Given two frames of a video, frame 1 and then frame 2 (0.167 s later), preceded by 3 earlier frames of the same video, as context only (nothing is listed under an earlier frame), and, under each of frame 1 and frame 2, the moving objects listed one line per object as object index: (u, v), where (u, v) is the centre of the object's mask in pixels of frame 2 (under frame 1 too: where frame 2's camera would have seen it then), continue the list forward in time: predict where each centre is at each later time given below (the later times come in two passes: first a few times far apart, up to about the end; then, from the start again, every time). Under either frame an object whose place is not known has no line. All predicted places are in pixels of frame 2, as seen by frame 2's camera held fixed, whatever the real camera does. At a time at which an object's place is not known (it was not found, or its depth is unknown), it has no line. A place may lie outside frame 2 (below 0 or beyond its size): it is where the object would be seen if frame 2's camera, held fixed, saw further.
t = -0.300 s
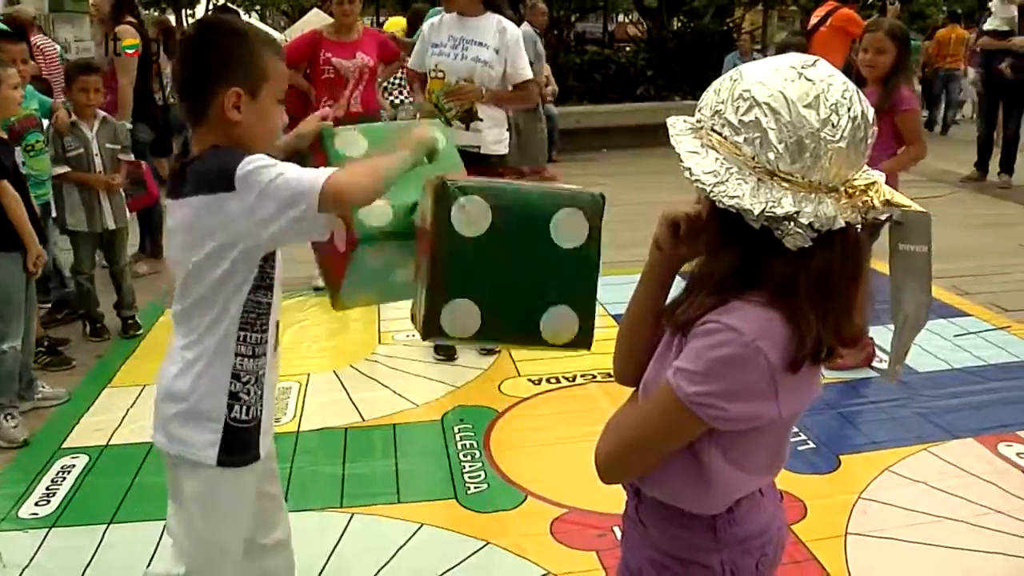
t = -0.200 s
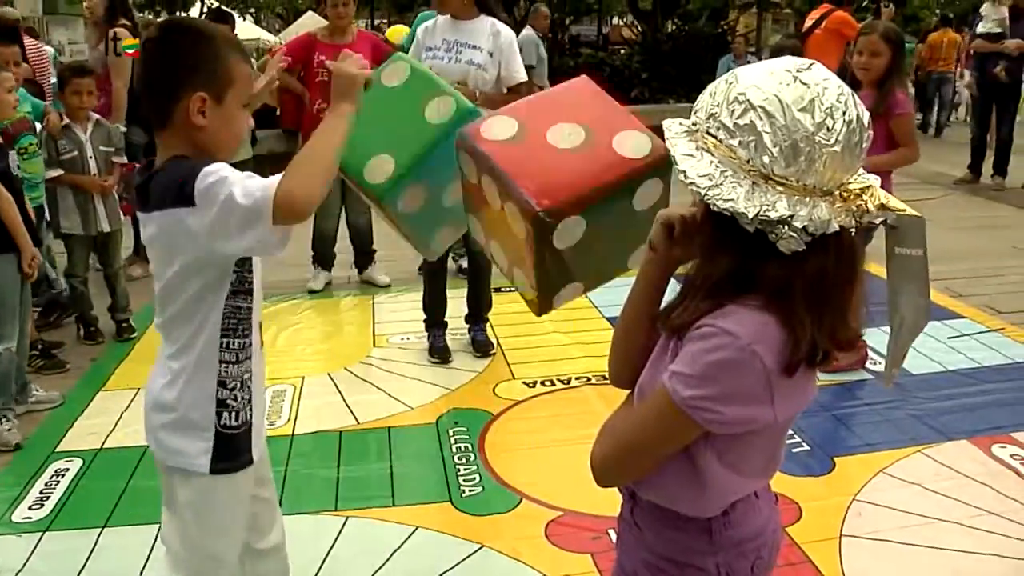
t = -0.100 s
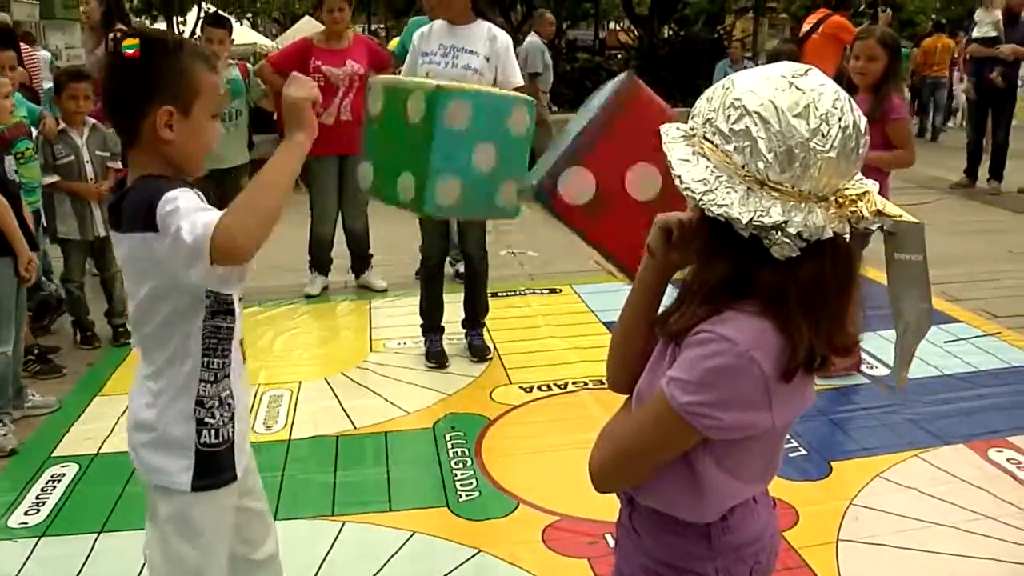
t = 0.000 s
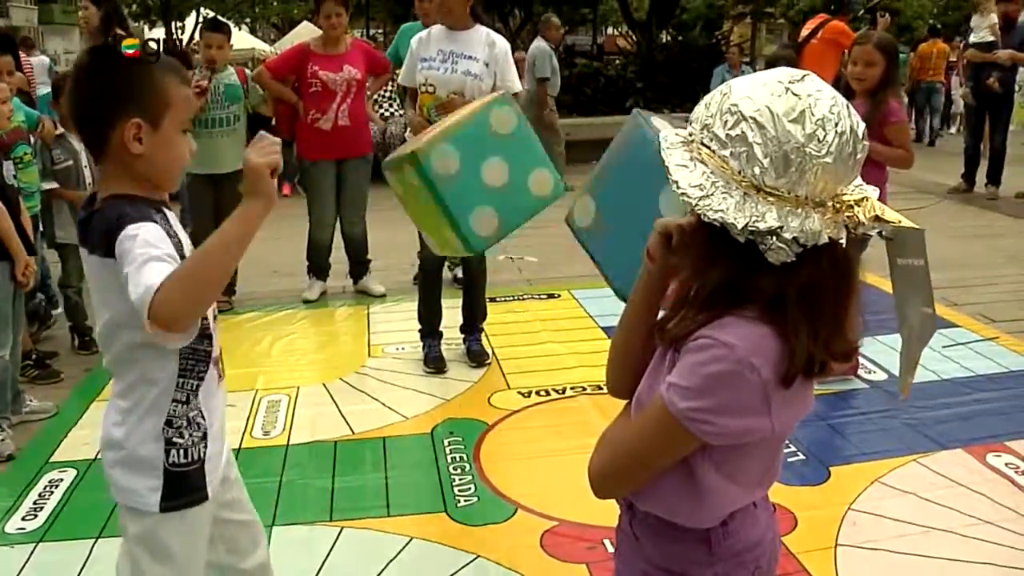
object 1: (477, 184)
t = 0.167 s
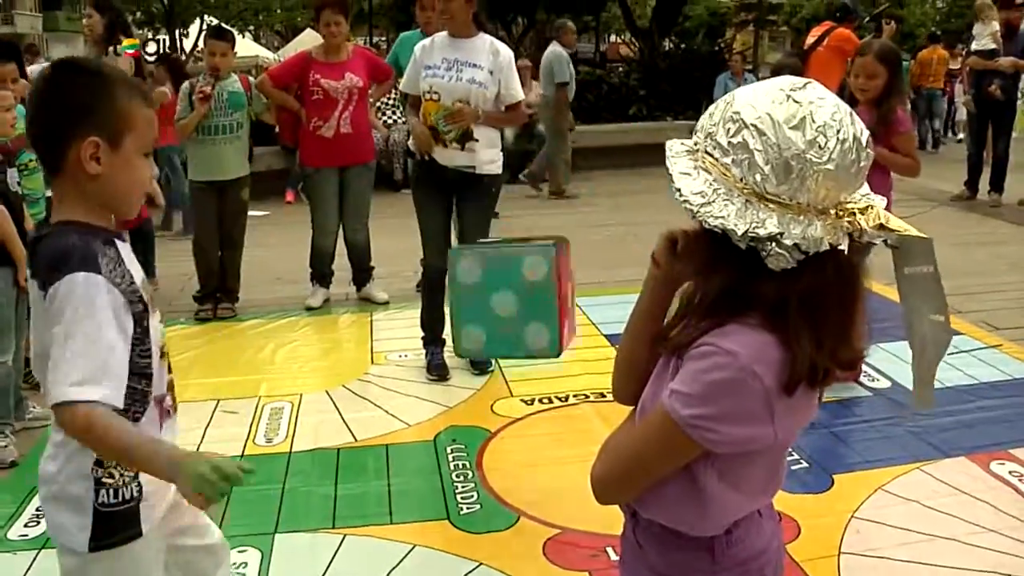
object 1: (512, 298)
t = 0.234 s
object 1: (529, 360)
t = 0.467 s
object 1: (534, 371)
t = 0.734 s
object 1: (536, 374)
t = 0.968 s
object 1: (556, 362)
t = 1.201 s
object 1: (567, 361)
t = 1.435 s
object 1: (550, 375)
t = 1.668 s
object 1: (544, 386)
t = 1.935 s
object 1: (542, 392)
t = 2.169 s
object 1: (542, 392)
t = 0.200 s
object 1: (520, 328)
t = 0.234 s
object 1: (529, 360)
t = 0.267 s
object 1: (536, 394)
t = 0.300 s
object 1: (543, 425)
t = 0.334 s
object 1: (541, 415)
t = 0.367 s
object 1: (538, 398)
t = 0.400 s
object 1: (537, 385)
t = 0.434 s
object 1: (535, 377)
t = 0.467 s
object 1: (534, 371)
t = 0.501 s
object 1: (533, 367)
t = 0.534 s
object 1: (534, 366)
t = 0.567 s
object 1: (533, 368)
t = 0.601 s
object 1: (532, 374)
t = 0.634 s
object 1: (530, 384)
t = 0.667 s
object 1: (530, 385)
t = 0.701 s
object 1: (533, 378)
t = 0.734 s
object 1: (536, 374)
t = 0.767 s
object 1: (538, 372)
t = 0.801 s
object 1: (540, 373)
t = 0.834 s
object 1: (543, 374)
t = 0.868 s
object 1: (546, 368)
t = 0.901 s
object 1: (549, 363)
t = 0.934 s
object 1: (552, 361)
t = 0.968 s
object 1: (556, 362)
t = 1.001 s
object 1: (559, 363)
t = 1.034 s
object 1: (562, 362)
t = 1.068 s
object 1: (565, 362)
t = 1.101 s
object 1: (567, 362)
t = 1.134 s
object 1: (567, 361)
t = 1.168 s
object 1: (568, 361)
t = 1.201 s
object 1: (567, 361)
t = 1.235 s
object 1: (566, 362)
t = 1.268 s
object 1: (564, 363)
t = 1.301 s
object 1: (562, 365)
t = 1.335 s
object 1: (559, 367)
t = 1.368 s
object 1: (556, 369)
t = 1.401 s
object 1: (553, 372)
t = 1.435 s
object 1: (550, 375)
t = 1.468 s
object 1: (547, 380)
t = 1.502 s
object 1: (545, 383)
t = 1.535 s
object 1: (544, 384)
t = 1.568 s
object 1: (544, 383)
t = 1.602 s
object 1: (544, 384)
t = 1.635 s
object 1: (544, 384)
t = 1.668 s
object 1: (544, 386)
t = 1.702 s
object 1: (544, 389)
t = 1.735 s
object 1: (543, 392)
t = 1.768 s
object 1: (542, 391)
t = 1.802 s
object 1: (542, 391)
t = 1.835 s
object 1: (541, 391)
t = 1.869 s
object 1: (541, 391)
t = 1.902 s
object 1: (542, 392)
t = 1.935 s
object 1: (542, 392)
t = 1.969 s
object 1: (542, 392)
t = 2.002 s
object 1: (542, 392)
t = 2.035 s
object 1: (542, 392)
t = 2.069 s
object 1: (541, 392)
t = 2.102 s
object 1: (541, 392)
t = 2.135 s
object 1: (541, 392)
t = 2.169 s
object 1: (542, 392)
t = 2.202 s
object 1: (542, 392)
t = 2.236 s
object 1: (541, 392)
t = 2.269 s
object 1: (541, 392)
